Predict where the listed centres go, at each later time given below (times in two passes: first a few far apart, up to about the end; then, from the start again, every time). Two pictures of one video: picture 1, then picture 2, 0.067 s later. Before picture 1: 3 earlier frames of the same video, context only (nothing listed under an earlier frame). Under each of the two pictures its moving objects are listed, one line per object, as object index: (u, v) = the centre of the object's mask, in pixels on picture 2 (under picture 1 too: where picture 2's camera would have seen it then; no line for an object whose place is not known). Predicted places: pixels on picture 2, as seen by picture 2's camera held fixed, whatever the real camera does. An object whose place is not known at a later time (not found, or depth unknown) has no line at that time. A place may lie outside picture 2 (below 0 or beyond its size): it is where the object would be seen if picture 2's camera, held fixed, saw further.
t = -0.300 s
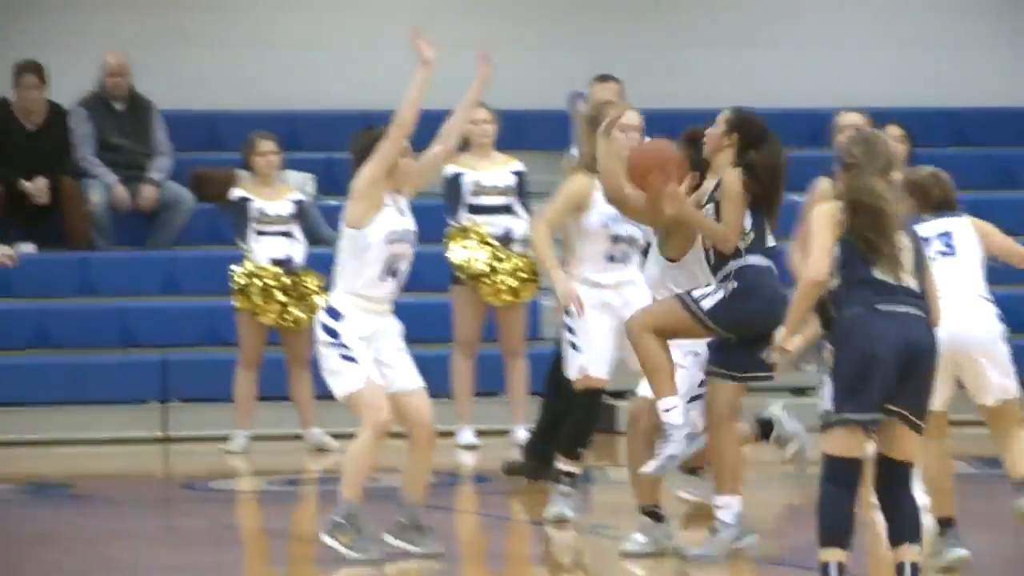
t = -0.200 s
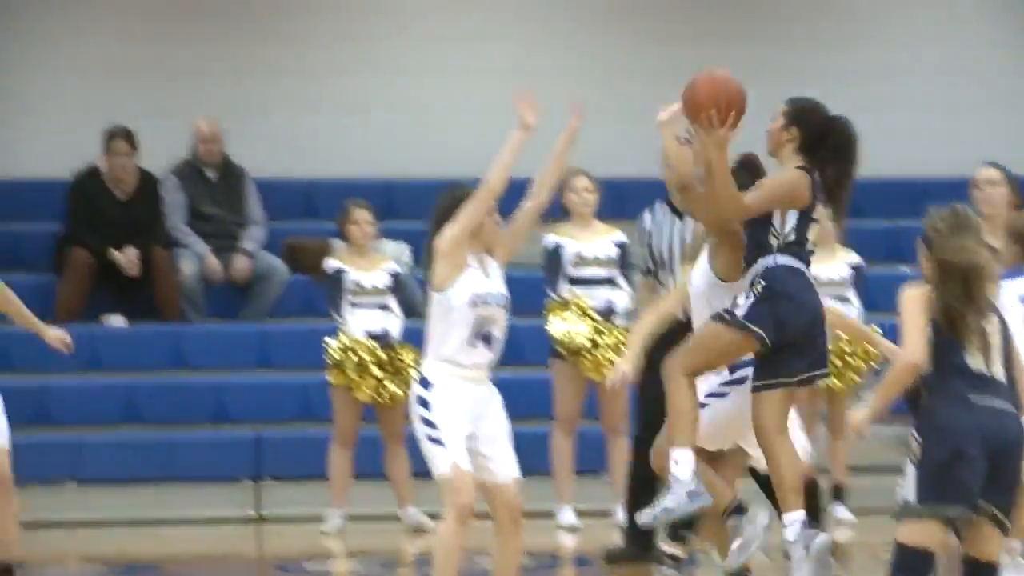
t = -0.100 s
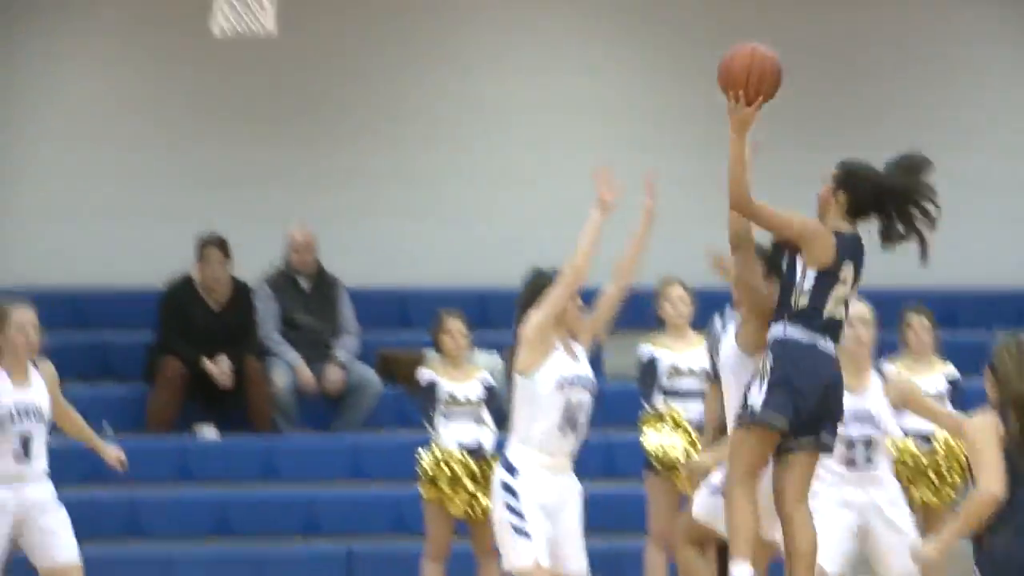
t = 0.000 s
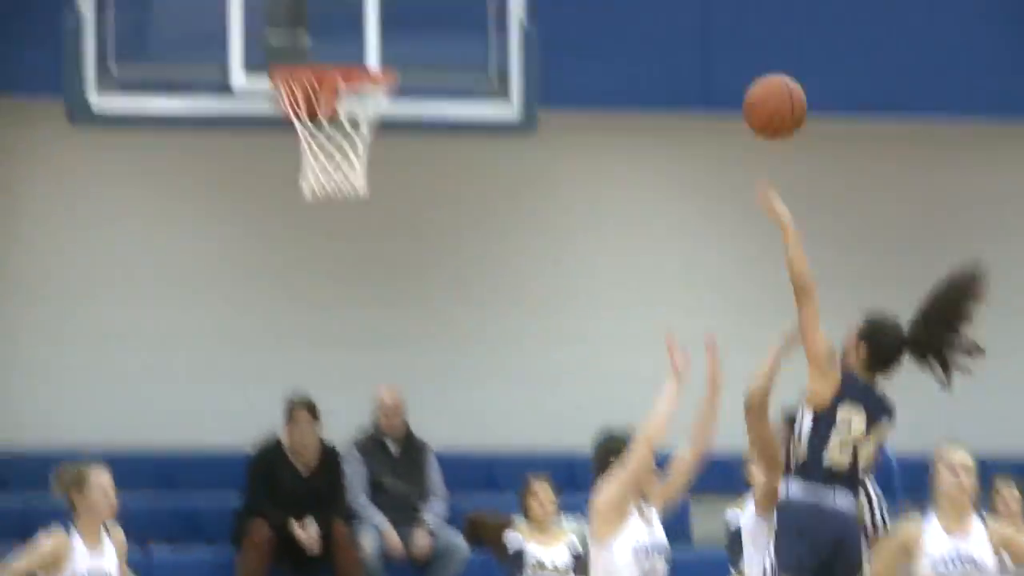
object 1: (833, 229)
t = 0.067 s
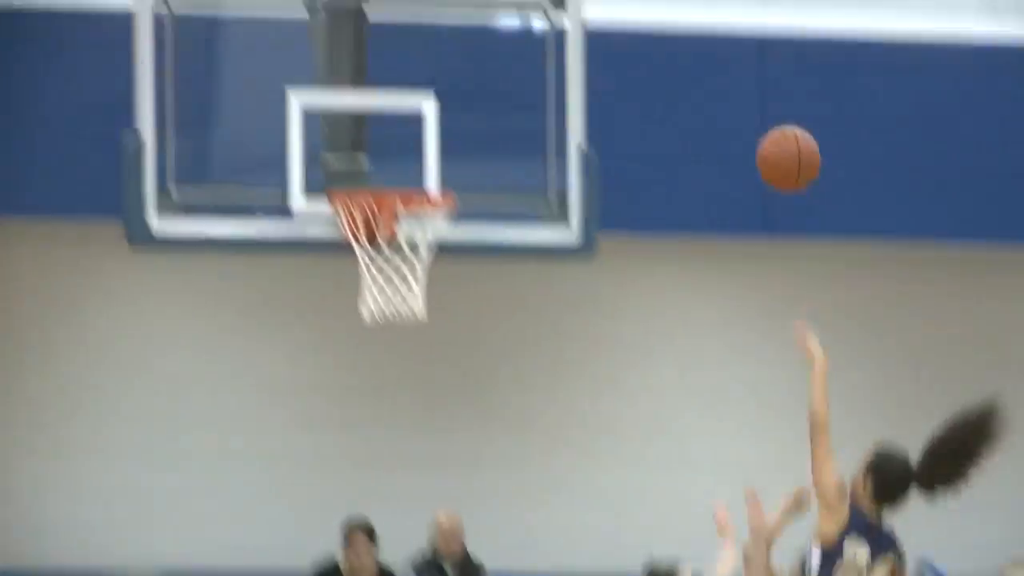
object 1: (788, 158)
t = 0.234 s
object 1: (687, 50)
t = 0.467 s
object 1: (554, 20)
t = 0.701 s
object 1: (421, 118)
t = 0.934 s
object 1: (422, 272)
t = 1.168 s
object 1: (496, 378)
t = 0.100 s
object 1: (767, 128)
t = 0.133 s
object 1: (746, 103)
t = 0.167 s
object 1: (726, 82)
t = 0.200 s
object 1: (706, 65)
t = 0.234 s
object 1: (687, 50)
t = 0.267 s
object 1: (668, 39)
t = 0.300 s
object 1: (649, 30)
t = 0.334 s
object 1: (630, 24)
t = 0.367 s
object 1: (611, 18)
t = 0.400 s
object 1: (592, 16)
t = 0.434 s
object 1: (573, 17)
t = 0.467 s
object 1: (554, 20)
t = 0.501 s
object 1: (535, 25)
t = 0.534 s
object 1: (515, 33)
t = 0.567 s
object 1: (497, 45)
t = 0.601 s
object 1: (478, 59)
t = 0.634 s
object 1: (458, 76)
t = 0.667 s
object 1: (440, 94)
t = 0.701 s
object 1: (421, 118)
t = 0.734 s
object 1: (403, 145)
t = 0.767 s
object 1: (384, 171)
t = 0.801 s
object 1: (370, 196)
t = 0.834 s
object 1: (380, 228)
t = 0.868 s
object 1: (395, 248)
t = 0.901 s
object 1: (409, 264)
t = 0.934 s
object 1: (422, 272)
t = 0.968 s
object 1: (431, 290)
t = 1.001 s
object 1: (443, 293)
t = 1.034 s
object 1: (454, 303)
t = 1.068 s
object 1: (465, 319)
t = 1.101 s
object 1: (476, 337)
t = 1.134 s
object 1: (486, 356)
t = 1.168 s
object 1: (496, 378)
